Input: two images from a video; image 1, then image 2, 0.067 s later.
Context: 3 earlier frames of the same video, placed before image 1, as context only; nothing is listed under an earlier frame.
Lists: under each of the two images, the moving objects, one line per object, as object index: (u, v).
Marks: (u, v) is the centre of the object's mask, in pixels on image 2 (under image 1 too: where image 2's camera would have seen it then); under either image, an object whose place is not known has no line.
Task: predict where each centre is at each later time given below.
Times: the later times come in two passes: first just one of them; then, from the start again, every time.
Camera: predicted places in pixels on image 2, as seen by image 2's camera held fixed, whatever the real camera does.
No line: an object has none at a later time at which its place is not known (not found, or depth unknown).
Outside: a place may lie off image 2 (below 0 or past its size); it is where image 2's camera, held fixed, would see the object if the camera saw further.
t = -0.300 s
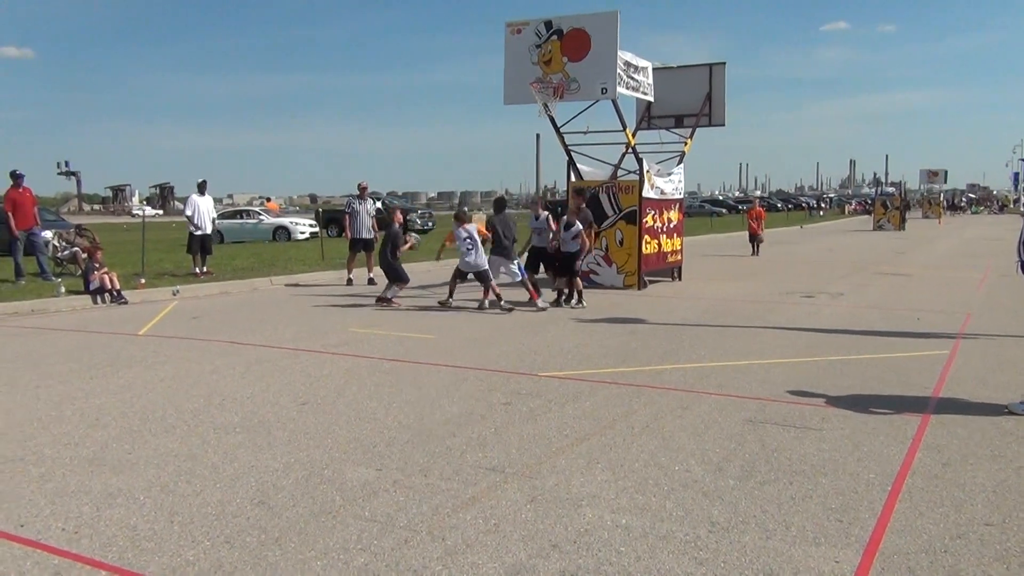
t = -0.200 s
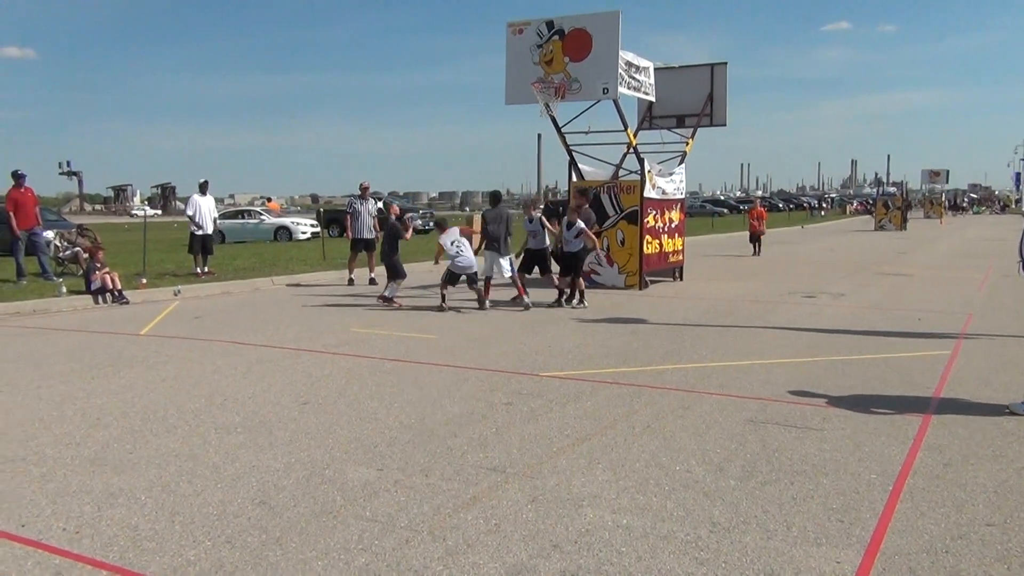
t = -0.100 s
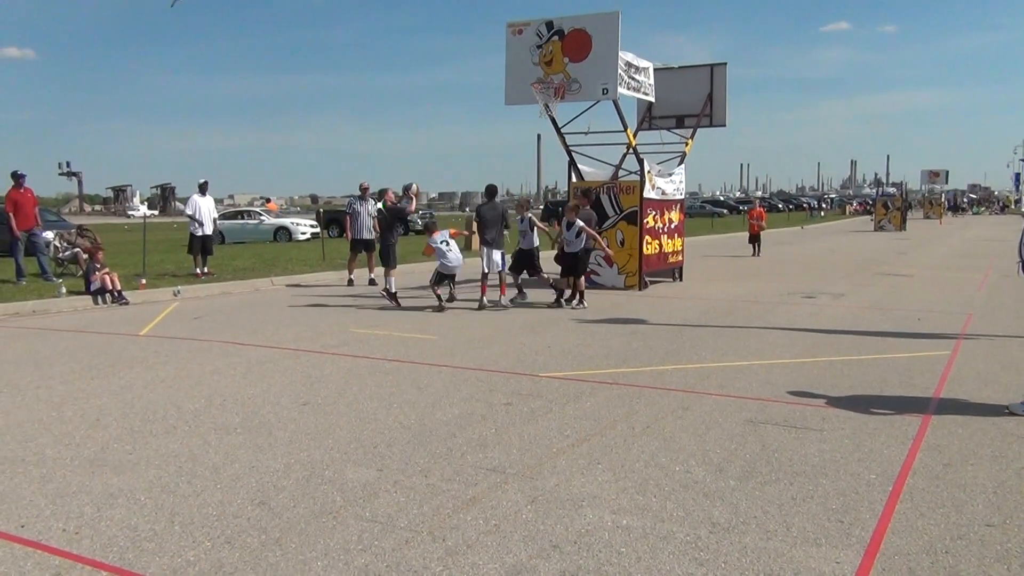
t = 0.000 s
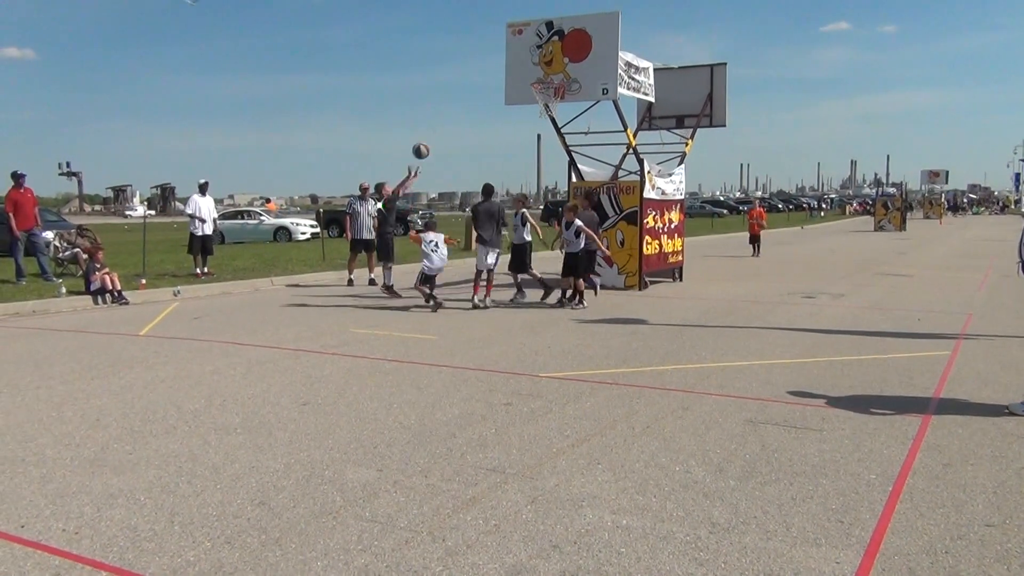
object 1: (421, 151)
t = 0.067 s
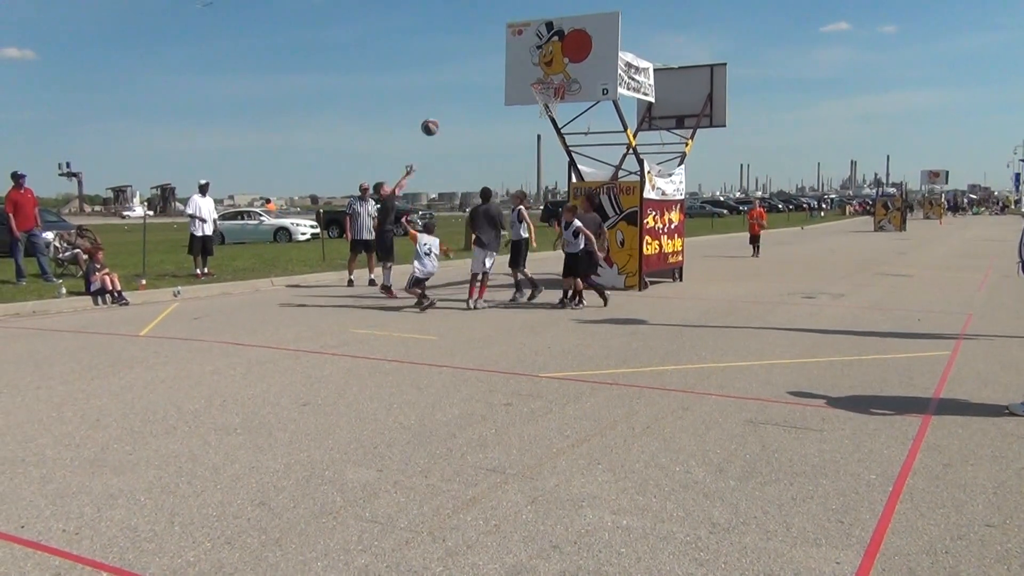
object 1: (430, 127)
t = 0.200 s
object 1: (447, 89)
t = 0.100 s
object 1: (434, 116)
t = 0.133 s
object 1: (439, 106)
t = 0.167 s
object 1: (443, 97)
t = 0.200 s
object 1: (447, 89)
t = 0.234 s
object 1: (452, 81)
